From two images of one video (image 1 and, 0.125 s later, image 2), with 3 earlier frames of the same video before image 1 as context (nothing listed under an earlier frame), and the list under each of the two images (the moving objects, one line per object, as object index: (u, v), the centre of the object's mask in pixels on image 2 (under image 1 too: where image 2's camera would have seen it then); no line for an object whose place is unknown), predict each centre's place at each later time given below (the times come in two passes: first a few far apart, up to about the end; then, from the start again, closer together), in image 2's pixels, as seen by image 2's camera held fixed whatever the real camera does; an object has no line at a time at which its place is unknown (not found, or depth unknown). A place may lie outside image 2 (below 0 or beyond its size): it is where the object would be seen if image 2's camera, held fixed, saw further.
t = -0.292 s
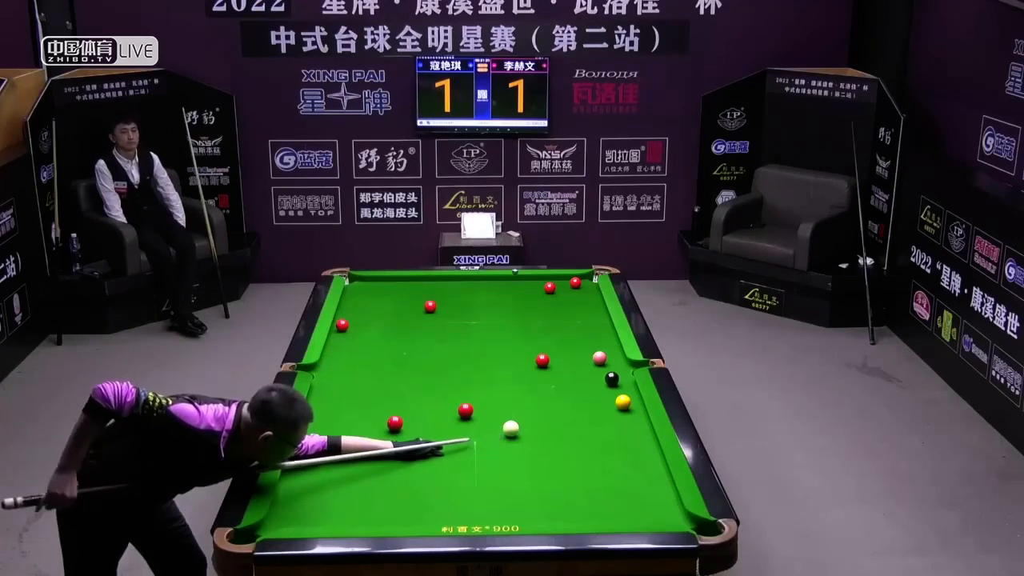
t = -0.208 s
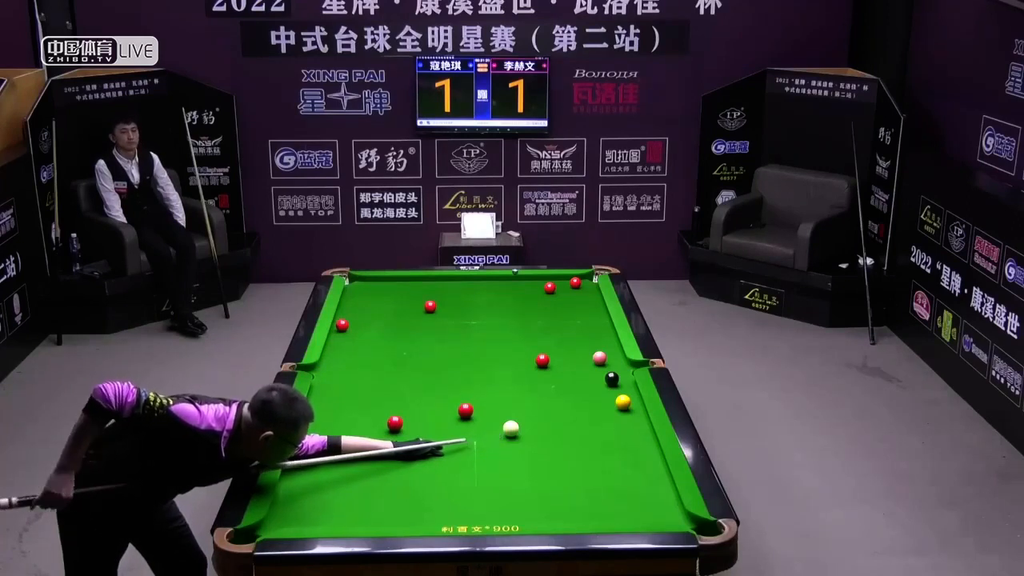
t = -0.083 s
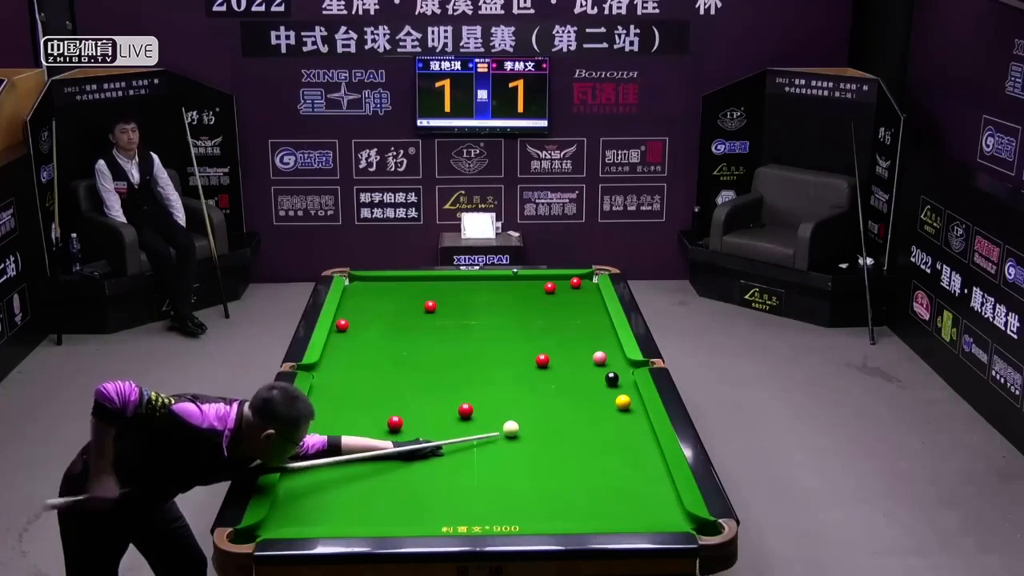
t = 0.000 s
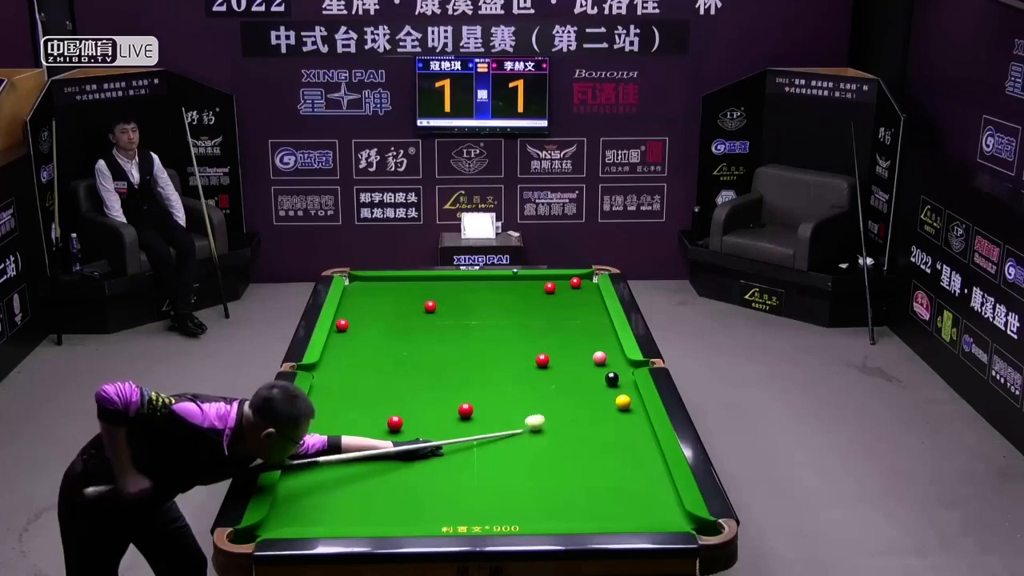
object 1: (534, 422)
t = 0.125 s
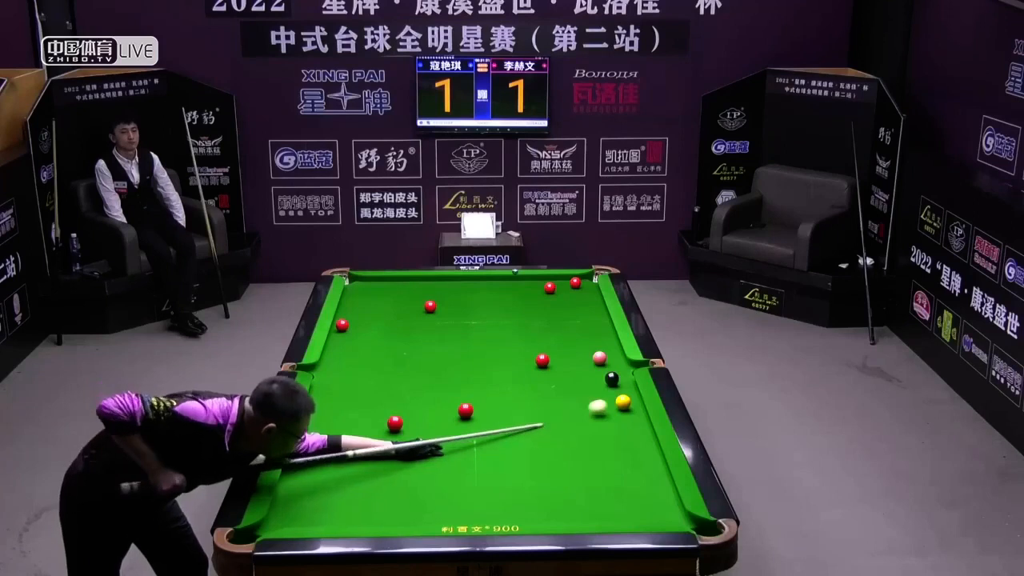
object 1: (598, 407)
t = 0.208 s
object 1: (609, 404)
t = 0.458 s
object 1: (599, 404)
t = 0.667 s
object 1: (591, 404)
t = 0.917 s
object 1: (581, 403)
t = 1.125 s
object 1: (576, 403)
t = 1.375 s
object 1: (570, 403)
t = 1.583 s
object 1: (567, 403)
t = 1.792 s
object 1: (564, 403)
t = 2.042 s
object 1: (562, 403)
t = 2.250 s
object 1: (561, 403)
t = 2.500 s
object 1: (562, 403)
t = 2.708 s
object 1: (562, 403)
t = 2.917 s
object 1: (562, 403)
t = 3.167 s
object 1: (562, 403)
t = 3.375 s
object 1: (562, 403)
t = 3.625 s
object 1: (562, 403)
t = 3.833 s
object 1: (562, 403)
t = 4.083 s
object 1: (562, 403)
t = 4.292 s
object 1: (562, 403)
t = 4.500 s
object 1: (562, 403)
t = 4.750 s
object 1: (562, 403)
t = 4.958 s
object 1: (565, 406)
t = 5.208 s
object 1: (562, 404)
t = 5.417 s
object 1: (562, 403)
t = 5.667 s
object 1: (562, 404)
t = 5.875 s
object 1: (562, 403)
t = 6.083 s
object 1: (562, 403)
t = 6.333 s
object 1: (562, 403)
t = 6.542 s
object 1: (562, 403)
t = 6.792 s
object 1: (562, 403)
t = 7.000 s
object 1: (562, 403)
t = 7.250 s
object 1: (562, 403)
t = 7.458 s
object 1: (562, 403)
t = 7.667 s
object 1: (562, 403)
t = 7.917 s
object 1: (562, 403)
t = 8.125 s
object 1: (562, 403)
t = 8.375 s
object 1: (562, 403)
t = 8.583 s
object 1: (562, 403)
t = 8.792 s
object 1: (562, 403)
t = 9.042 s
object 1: (562, 403)
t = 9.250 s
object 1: (562, 403)
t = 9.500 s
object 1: (562, 403)
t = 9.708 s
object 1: (562, 403)
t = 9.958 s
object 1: (562, 403)
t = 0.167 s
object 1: (609, 404)
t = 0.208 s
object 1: (609, 404)
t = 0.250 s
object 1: (607, 404)
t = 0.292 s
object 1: (605, 404)
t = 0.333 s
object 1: (604, 404)
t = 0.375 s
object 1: (602, 404)
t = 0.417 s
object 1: (601, 404)
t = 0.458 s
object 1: (599, 404)
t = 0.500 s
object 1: (596, 404)
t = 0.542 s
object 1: (595, 404)
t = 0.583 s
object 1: (593, 404)
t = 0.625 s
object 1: (593, 404)
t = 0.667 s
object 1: (591, 404)
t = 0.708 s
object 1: (589, 404)
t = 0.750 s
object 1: (588, 404)
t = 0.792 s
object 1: (586, 404)
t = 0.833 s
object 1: (584, 404)
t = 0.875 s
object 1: (582, 404)
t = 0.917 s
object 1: (581, 403)
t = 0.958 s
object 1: (580, 403)
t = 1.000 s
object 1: (579, 403)
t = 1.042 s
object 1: (578, 404)
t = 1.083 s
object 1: (577, 403)
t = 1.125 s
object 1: (576, 403)
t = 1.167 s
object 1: (575, 403)
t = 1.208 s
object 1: (574, 403)
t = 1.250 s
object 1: (573, 403)
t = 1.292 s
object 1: (572, 403)
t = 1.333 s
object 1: (571, 403)
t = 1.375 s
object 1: (570, 403)
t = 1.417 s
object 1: (570, 403)
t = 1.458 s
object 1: (569, 403)
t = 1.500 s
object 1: (568, 403)
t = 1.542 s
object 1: (567, 403)
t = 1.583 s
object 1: (567, 403)
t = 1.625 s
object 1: (566, 403)
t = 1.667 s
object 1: (566, 403)
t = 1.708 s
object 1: (565, 403)
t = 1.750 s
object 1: (564, 403)
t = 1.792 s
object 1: (564, 403)
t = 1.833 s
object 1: (563, 403)
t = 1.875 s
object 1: (563, 403)
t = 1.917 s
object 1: (562, 403)
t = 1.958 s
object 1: (562, 403)
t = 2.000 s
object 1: (562, 403)
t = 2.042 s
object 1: (562, 403)
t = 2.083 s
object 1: (562, 403)
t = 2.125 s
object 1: (562, 403)
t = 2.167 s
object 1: (561, 403)
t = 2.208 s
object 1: (561, 403)
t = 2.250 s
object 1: (561, 403)
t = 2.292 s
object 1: (562, 403)
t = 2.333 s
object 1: (561, 403)
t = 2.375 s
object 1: (562, 403)
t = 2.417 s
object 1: (562, 403)
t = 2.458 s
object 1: (562, 403)
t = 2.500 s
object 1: (562, 403)
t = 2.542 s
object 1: (562, 403)
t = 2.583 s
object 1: (562, 403)
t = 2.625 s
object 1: (562, 403)
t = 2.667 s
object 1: (562, 403)
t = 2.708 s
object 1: (562, 403)
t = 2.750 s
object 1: (562, 403)
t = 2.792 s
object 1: (562, 403)
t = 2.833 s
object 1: (562, 403)
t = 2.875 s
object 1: (562, 403)
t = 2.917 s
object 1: (562, 403)
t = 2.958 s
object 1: (562, 403)
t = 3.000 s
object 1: (562, 403)
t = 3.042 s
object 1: (562, 403)
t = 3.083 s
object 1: (562, 403)
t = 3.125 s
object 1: (562, 403)
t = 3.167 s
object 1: (562, 403)
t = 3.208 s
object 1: (562, 403)
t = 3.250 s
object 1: (562, 403)
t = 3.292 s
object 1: (562, 403)
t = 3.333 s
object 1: (562, 403)
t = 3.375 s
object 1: (562, 403)
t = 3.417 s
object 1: (562, 403)
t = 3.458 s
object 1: (562, 403)
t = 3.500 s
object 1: (562, 403)
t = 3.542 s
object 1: (562, 403)
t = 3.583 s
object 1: (562, 403)
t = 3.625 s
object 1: (562, 403)
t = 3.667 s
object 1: (562, 403)
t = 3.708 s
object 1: (562, 403)
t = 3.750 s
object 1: (562, 403)
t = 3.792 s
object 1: (562, 403)
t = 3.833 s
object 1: (562, 403)
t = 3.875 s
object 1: (562, 403)
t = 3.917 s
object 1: (562, 403)
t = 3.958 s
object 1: (562, 403)
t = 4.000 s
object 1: (562, 403)
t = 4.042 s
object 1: (562, 403)
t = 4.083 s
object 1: (562, 403)
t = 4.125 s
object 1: (562, 403)
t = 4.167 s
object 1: (562, 403)
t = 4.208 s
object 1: (562, 403)
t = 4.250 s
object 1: (562, 403)
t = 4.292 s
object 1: (562, 403)
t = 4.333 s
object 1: (562, 403)
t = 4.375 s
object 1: (562, 403)
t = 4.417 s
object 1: (562, 403)
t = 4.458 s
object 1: (562, 403)
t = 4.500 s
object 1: (562, 403)
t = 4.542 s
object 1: (562, 403)
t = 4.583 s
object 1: (562, 403)
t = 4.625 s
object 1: (562, 403)
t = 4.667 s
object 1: (562, 403)
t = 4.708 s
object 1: (562, 403)
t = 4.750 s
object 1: (562, 403)
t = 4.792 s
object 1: (562, 403)
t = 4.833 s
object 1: (562, 403)
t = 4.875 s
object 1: (564, 404)
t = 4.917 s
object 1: (565, 405)
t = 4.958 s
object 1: (565, 406)
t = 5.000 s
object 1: (566, 406)
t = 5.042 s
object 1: (566, 406)
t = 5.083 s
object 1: (565, 406)
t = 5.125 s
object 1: (564, 405)
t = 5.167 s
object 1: (563, 404)
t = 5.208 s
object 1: (562, 404)
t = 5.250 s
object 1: (562, 403)
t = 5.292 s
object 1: (562, 403)
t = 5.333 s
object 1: (562, 403)
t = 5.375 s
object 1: (562, 403)
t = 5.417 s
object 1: (562, 403)
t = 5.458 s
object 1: (562, 403)
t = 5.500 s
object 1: (562, 403)
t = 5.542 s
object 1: (562, 404)
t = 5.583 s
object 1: (562, 403)
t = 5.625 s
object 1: (562, 403)
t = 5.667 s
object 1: (562, 404)
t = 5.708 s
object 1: (562, 403)
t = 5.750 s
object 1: (562, 403)
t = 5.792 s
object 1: (562, 403)
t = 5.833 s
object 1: (562, 403)
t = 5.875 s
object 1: (562, 403)
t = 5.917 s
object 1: (562, 403)
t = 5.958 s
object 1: (562, 403)
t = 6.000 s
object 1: (562, 403)
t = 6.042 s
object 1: (562, 403)
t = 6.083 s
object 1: (562, 403)
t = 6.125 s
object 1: (562, 403)
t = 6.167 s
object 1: (562, 403)
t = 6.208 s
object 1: (562, 403)
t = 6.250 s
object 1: (562, 403)
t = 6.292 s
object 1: (562, 403)
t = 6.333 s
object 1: (562, 403)
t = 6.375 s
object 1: (562, 403)
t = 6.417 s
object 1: (562, 403)
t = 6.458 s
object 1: (562, 403)
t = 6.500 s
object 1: (562, 403)
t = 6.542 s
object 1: (562, 403)
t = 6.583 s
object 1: (562, 403)
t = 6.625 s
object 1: (562, 403)
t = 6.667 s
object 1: (562, 403)
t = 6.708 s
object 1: (562, 403)
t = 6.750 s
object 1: (562, 403)
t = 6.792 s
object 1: (562, 403)
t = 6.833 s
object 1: (562, 403)
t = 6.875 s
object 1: (562, 403)
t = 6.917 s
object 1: (562, 403)
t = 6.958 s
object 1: (562, 403)
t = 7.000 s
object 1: (562, 403)
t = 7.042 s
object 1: (562, 403)
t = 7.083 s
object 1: (562, 403)
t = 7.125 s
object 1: (562, 403)
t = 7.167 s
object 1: (562, 403)
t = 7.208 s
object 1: (562, 403)
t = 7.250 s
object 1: (562, 403)
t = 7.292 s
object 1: (562, 403)
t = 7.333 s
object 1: (562, 403)
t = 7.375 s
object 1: (562, 403)
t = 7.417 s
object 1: (562, 403)
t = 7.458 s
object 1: (562, 403)
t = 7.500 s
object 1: (562, 403)
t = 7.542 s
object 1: (562, 403)
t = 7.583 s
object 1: (562, 403)
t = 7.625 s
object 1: (562, 403)
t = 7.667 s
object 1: (562, 403)
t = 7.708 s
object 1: (562, 403)
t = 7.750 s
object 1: (562, 403)
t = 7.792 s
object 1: (562, 403)
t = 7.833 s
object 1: (562, 403)
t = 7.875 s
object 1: (562, 403)
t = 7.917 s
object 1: (562, 403)
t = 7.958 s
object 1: (562, 403)
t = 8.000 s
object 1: (562, 403)
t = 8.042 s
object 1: (562, 403)
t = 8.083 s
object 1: (562, 403)
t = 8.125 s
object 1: (562, 403)
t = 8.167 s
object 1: (562, 403)
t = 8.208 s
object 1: (562, 403)
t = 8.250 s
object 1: (562, 403)
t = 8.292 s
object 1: (562, 403)
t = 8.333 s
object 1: (562, 403)
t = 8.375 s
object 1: (562, 403)
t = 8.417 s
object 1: (562, 403)
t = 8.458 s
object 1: (562, 403)
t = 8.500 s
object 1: (562, 403)
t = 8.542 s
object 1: (562, 403)
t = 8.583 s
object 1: (562, 403)
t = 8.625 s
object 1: (562, 403)
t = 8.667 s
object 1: (562, 403)
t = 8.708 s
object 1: (562, 403)
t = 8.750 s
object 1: (562, 403)
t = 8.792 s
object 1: (562, 403)
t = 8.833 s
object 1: (562, 403)
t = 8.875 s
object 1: (562, 403)
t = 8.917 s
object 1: (562, 403)
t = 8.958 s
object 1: (562, 403)
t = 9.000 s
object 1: (562, 403)
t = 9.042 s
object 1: (562, 403)
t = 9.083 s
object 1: (562, 403)
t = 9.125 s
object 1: (562, 403)
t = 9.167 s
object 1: (562, 403)
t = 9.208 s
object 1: (562, 403)
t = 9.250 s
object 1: (562, 403)
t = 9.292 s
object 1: (562, 403)
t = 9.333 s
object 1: (562, 403)
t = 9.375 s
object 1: (562, 403)
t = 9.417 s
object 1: (562, 403)
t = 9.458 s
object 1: (562, 403)
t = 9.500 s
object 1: (562, 403)
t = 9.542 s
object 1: (562, 403)
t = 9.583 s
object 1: (562, 403)
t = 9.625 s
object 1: (562, 403)
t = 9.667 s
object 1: (562, 403)
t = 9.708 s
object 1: (562, 403)
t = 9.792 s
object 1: (562, 403)
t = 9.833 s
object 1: (562, 403)
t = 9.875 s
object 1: (562, 403)
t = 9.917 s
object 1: (562, 403)
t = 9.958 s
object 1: (562, 403)
